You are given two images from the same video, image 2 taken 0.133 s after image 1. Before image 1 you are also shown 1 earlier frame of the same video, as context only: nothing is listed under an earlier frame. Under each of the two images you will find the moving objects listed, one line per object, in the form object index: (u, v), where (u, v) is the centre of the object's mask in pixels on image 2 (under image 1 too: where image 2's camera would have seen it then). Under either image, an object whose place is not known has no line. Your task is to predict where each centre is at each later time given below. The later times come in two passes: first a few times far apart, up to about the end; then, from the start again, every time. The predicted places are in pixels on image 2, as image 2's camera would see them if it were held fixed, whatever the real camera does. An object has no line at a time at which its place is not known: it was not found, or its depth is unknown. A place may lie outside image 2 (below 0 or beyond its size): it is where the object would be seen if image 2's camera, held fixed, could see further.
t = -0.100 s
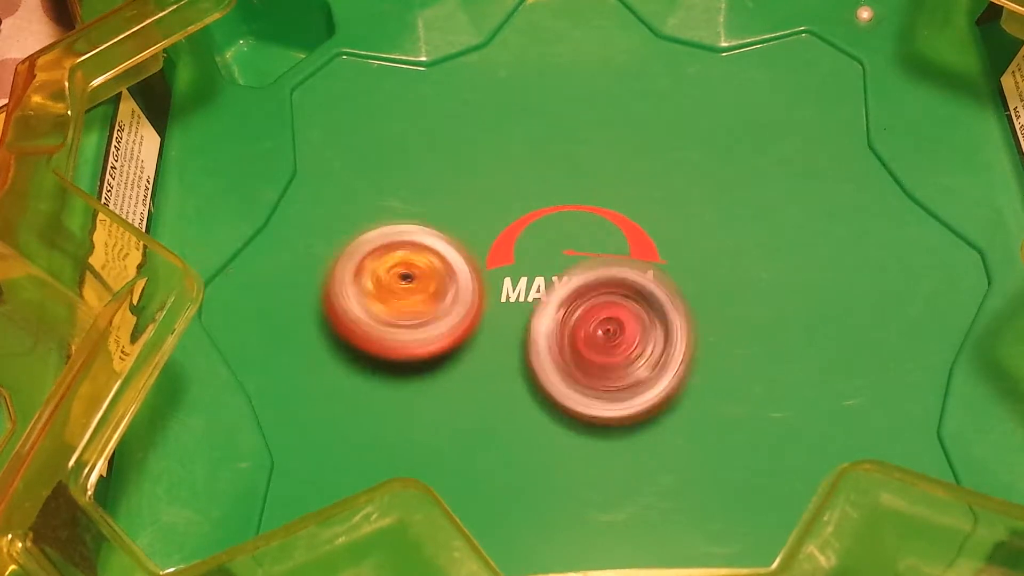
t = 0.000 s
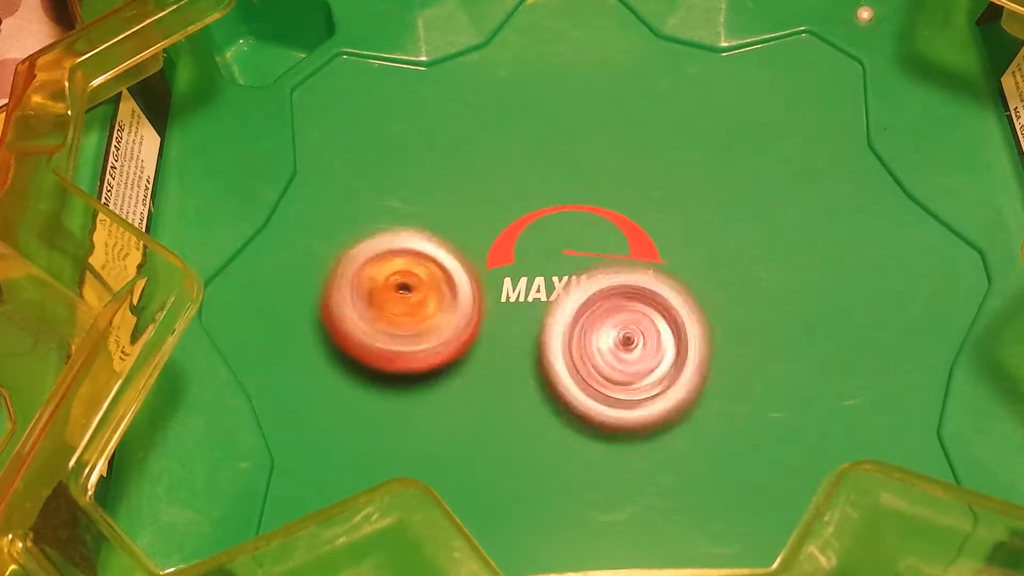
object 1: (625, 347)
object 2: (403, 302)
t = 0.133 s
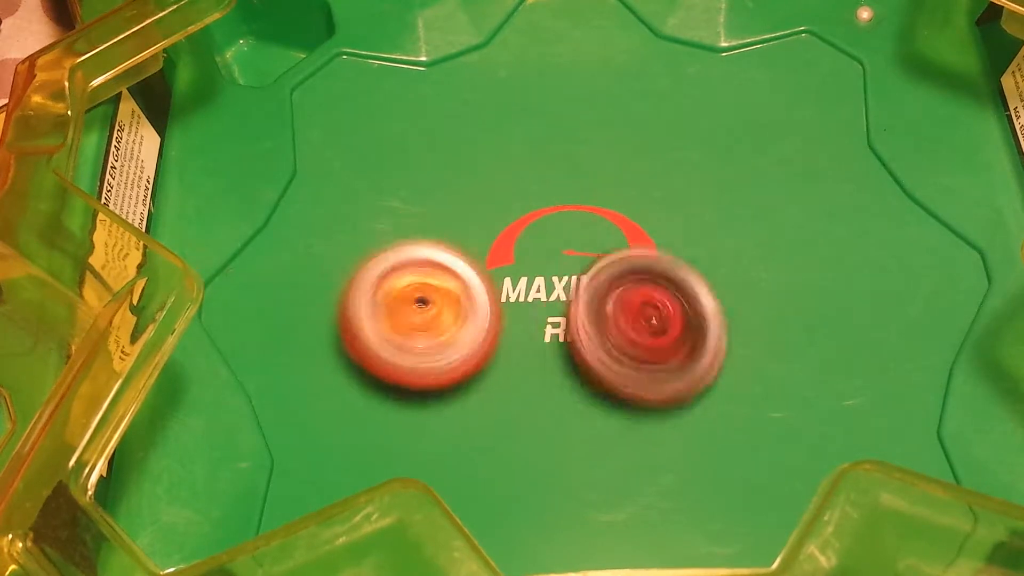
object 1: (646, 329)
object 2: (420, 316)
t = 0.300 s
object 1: (630, 272)
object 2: (472, 332)
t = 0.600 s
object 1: (641, 254)
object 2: (521, 360)
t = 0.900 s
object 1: (707, 235)
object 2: (523, 395)
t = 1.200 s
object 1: (594, 250)
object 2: (533, 383)
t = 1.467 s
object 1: (576, 214)
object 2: (522, 425)
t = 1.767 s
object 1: (600, 178)
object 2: (525, 442)
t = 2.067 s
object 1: (630, 241)
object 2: (590, 371)
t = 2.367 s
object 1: (626, 201)
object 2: (628, 397)
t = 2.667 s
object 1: (493, 283)
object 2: (627, 356)
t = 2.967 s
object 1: (383, 277)
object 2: (654, 264)
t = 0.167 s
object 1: (647, 315)
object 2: (426, 319)
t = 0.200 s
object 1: (648, 307)
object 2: (434, 322)
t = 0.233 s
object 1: (643, 292)
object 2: (443, 326)
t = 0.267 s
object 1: (639, 284)
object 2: (456, 328)
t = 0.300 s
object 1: (630, 272)
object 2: (472, 332)
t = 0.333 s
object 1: (624, 266)
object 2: (484, 333)
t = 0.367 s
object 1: (629, 253)
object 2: (485, 337)
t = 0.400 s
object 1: (636, 247)
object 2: (489, 338)
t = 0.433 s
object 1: (640, 242)
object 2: (494, 342)
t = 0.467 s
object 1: (640, 242)
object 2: (498, 346)
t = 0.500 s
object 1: (643, 240)
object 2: (503, 351)
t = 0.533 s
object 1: (642, 244)
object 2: (509, 353)
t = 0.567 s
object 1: (643, 248)
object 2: (514, 356)
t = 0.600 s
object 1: (641, 254)
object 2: (521, 360)
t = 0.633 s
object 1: (641, 258)
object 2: (528, 362)
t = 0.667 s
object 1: (644, 264)
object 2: (533, 364)
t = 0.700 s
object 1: (649, 271)
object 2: (537, 366)
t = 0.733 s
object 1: (660, 272)
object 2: (538, 369)
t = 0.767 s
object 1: (672, 263)
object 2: (531, 376)
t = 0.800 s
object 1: (692, 255)
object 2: (527, 382)
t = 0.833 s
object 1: (701, 248)
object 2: (525, 390)
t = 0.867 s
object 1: (709, 239)
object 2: (524, 392)
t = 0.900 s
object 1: (707, 235)
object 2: (523, 395)
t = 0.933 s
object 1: (705, 230)
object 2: (523, 398)
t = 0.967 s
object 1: (696, 228)
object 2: (523, 399)
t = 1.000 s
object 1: (685, 230)
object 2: (522, 398)
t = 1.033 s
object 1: (669, 228)
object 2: (522, 398)
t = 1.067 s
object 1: (653, 234)
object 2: (524, 396)
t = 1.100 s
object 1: (635, 234)
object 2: (525, 393)
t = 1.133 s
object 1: (619, 241)
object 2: (528, 390)
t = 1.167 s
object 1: (603, 245)
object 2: (533, 386)
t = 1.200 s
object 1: (594, 250)
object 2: (533, 383)
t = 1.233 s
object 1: (588, 252)
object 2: (532, 388)
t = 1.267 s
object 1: (585, 249)
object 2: (533, 386)
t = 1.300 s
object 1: (577, 250)
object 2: (535, 388)
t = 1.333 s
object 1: (574, 253)
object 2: (536, 390)
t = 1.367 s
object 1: (567, 253)
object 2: (536, 392)
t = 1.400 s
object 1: (568, 253)
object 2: (536, 393)
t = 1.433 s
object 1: (565, 232)
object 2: (528, 411)
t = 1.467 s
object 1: (576, 214)
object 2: (522, 425)
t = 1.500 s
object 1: (588, 182)
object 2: (519, 436)
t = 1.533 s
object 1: (592, 165)
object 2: (517, 442)
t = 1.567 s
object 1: (601, 151)
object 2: (516, 448)
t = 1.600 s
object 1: (601, 143)
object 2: (515, 450)
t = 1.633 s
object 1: (593, 146)
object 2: (516, 451)
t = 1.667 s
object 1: (595, 152)
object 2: (518, 451)
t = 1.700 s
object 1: (593, 159)
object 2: (519, 449)
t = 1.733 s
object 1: (593, 171)
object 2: (523, 446)
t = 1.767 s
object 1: (600, 178)
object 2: (525, 442)
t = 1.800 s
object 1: (598, 187)
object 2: (528, 436)
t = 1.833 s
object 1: (600, 201)
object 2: (535, 423)
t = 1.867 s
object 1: (608, 207)
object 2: (541, 414)
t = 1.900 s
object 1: (606, 215)
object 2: (552, 403)
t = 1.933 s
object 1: (613, 230)
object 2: (560, 394)
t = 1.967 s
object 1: (619, 236)
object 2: (572, 384)
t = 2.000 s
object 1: (619, 239)
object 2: (582, 376)
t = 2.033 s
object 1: (626, 242)
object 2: (585, 376)
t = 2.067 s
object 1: (630, 241)
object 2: (590, 371)
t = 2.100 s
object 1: (631, 233)
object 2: (594, 373)
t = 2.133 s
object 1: (634, 222)
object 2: (598, 379)
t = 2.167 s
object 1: (634, 212)
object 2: (605, 381)
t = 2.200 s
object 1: (635, 204)
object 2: (614, 388)
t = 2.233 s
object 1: (637, 200)
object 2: (618, 392)
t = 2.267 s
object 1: (633, 197)
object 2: (623, 396)
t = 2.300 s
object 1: (629, 196)
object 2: (626, 398)
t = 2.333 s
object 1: (627, 198)
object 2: (626, 399)
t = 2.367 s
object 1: (626, 201)
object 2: (628, 397)
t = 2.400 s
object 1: (620, 207)
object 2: (629, 398)
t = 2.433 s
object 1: (613, 212)
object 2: (630, 396)
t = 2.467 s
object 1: (606, 217)
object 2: (629, 394)
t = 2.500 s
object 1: (596, 225)
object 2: (631, 391)
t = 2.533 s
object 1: (579, 236)
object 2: (630, 386)
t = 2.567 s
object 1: (557, 246)
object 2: (628, 379)
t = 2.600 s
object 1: (536, 258)
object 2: (627, 371)
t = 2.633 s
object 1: (515, 268)
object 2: (626, 363)
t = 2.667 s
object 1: (493, 283)
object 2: (627, 356)
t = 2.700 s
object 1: (468, 293)
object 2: (628, 343)
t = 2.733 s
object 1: (444, 297)
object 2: (630, 331)
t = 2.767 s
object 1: (421, 297)
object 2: (632, 321)
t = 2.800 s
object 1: (405, 292)
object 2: (635, 311)
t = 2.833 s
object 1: (393, 287)
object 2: (639, 301)
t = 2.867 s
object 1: (385, 282)
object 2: (641, 293)
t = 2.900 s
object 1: (382, 277)
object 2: (645, 282)
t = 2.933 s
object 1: (381, 275)
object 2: (649, 273)
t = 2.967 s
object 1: (383, 277)
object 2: (654, 264)
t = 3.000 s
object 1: (387, 282)
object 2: (659, 263)
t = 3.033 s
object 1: (396, 289)
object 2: (658, 262)
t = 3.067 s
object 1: (409, 293)
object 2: (659, 257)
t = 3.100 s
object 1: (427, 297)
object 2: (665, 253)
